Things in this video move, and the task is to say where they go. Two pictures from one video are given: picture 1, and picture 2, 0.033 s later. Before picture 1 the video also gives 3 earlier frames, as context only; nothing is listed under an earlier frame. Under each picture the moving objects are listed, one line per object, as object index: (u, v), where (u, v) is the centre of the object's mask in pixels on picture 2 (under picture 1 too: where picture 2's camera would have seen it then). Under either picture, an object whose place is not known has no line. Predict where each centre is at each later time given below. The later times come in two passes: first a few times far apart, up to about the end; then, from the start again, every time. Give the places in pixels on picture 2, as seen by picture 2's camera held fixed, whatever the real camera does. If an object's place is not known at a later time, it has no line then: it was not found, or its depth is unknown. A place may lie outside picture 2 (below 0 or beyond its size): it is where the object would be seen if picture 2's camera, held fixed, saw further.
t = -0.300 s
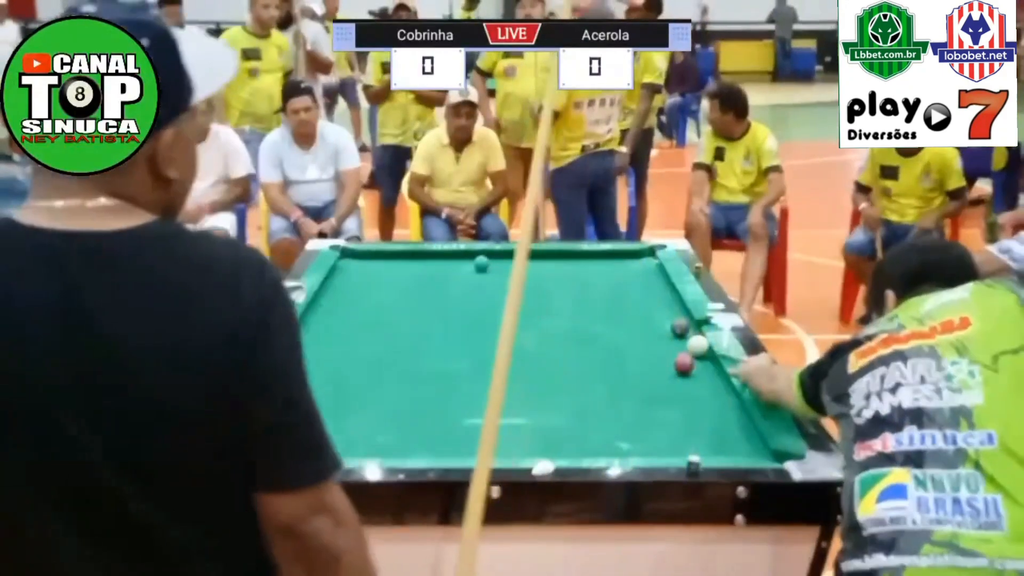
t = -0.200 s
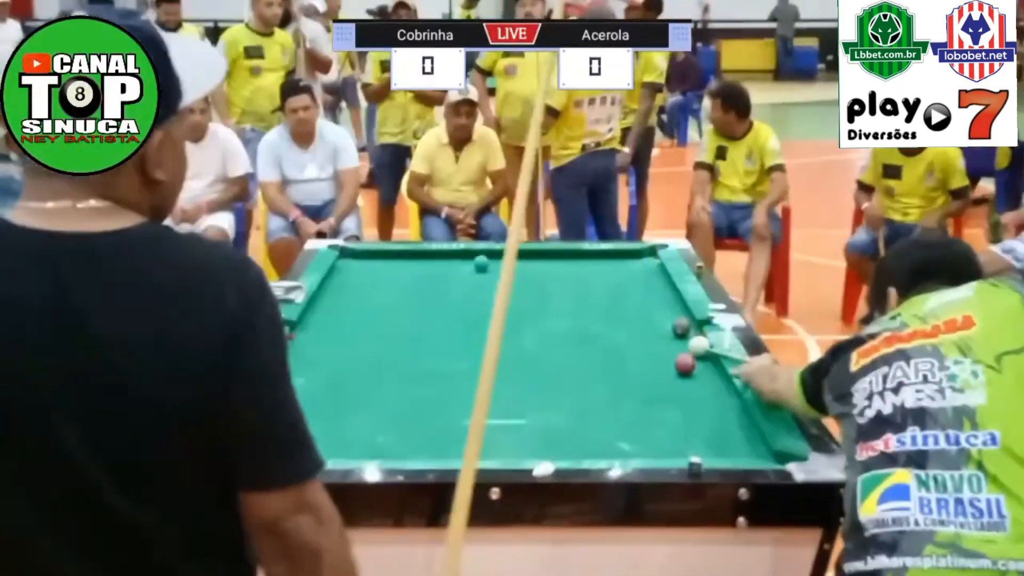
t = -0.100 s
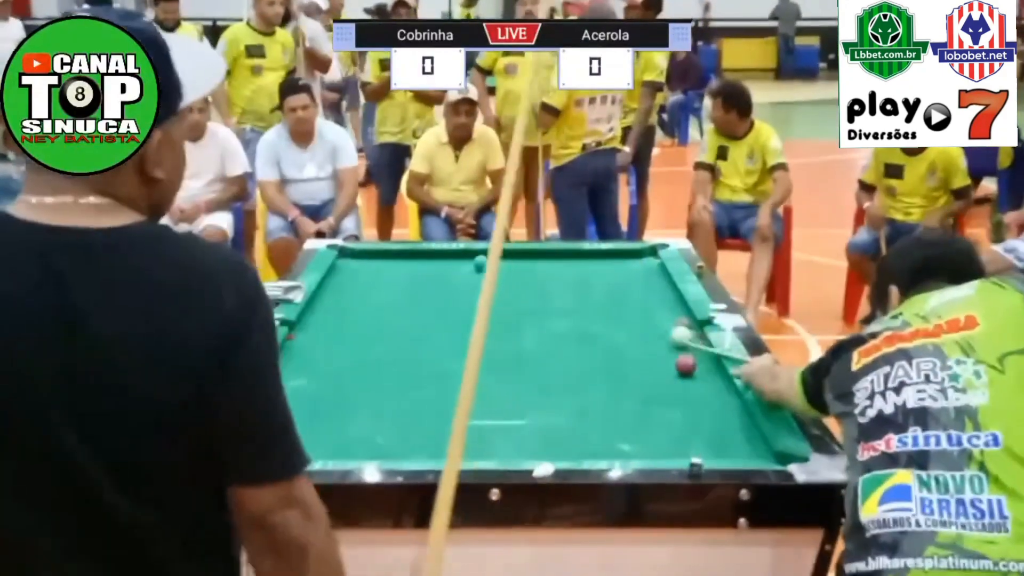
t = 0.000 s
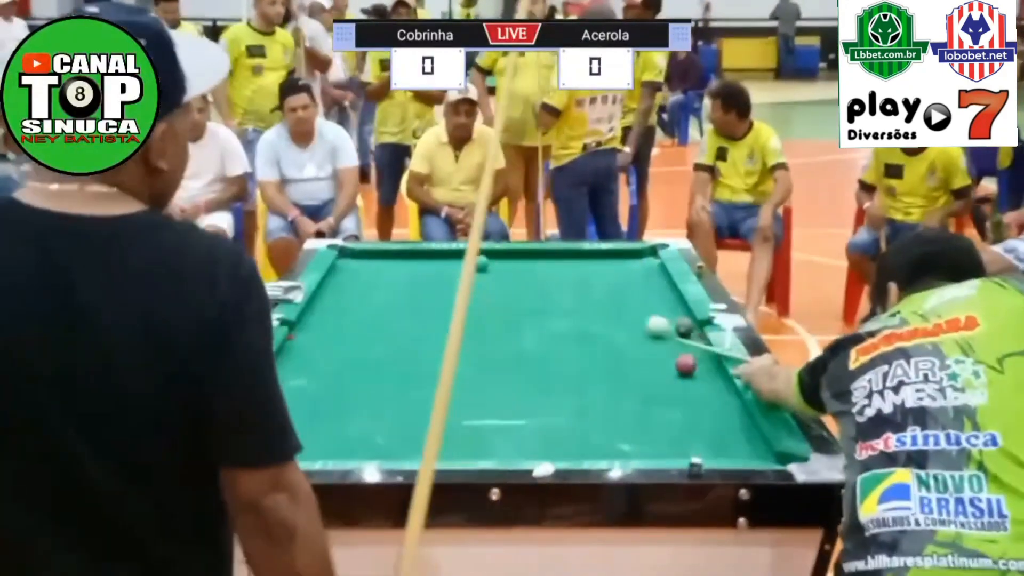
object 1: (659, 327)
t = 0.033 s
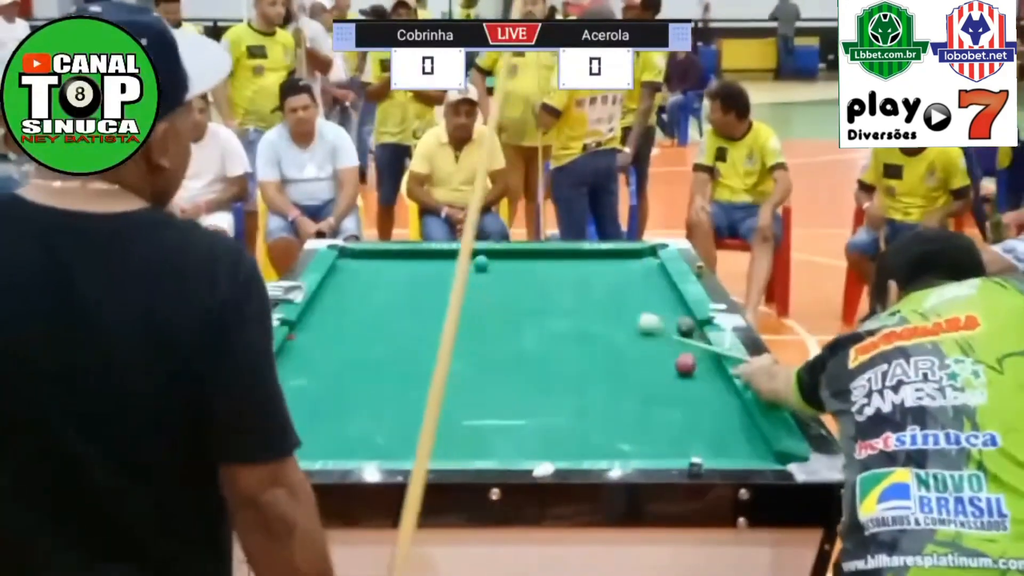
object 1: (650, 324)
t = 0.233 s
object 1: (601, 308)
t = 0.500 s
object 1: (546, 289)
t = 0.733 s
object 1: (505, 274)
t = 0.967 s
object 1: (467, 265)
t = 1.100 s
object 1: (447, 262)
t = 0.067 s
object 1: (640, 321)
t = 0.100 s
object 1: (632, 318)
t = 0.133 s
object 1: (624, 315)
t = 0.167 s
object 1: (616, 313)
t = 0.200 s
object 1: (609, 310)
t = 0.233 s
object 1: (601, 308)
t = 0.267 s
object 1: (593, 305)
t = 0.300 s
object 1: (586, 303)
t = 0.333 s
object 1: (579, 300)
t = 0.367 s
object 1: (572, 298)
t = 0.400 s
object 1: (565, 295)
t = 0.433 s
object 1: (559, 293)
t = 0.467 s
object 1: (552, 291)
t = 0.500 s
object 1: (546, 289)
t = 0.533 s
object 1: (540, 287)
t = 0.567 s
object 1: (534, 285)
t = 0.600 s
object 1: (528, 282)
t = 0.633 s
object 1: (521, 280)
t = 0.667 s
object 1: (516, 278)
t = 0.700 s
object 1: (510, 276)
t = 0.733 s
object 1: (505, 274)
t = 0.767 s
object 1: (500, 272)
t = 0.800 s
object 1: (494, 271)
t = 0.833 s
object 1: (489, 269)
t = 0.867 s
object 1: (483, 266)
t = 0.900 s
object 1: (479, 265)
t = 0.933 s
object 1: (473, 265)
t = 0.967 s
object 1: (467, 265)
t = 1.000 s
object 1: (462, 264)
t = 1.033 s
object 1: (457, 263)
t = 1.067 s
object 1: (452, 263)
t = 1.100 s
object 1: (447, 262)
